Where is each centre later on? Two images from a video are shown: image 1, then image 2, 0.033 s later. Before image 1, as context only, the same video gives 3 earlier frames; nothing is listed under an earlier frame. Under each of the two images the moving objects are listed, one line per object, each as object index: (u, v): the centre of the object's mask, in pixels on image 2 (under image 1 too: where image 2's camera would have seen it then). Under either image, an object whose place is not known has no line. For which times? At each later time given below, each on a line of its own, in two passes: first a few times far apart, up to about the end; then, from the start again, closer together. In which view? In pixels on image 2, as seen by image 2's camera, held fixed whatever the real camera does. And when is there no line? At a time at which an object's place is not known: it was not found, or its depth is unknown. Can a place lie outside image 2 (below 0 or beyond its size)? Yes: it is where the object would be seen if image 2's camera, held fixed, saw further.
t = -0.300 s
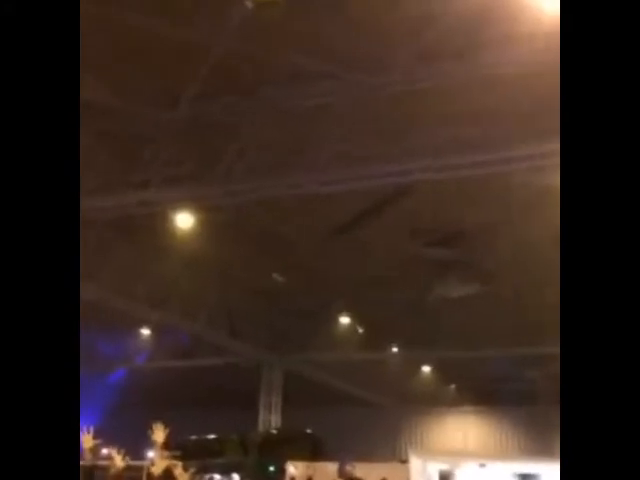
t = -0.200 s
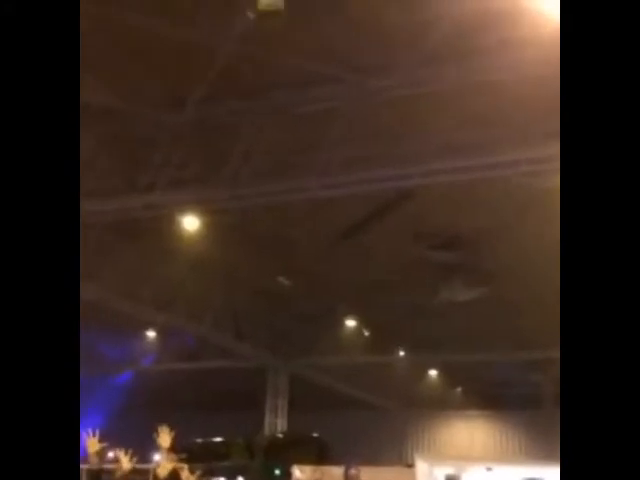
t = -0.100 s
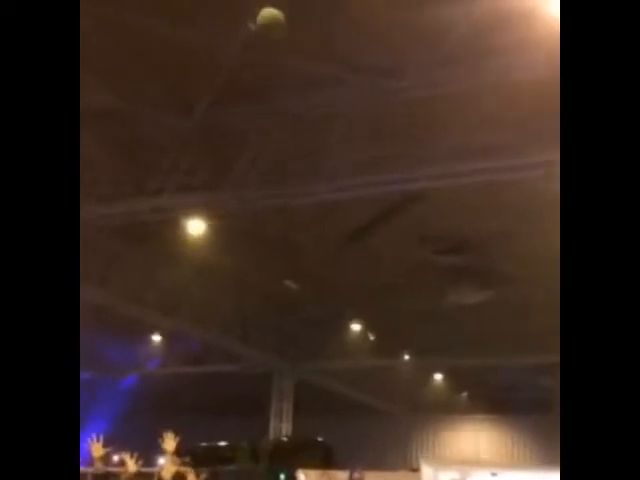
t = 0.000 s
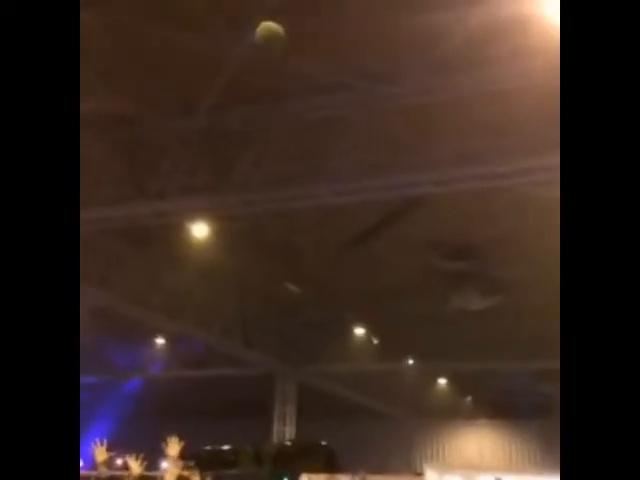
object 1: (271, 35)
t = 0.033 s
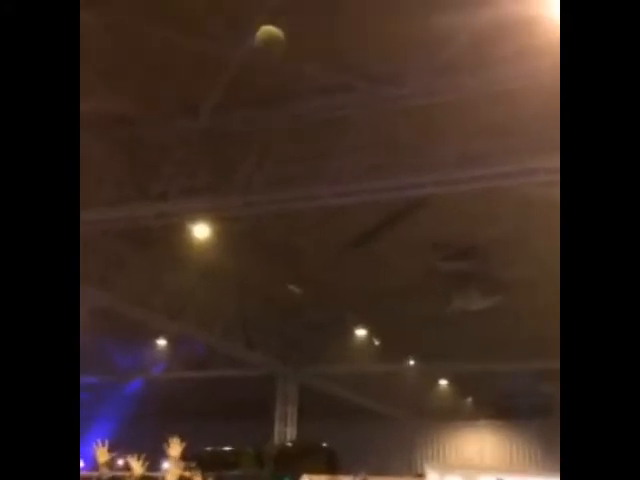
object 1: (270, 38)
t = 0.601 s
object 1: (239, 102)
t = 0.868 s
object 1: (225, 135)
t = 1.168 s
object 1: (209, 179)
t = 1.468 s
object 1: (194, 227)
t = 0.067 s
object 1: (267, 42)
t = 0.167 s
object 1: (261, 53)
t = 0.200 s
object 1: (260, 56)
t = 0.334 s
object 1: (251, 70)
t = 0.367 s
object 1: (250, 74)
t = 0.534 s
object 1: (241, 93)
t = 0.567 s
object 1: (240, 97)
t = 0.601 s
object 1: (239, 102)
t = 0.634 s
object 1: (237, 106)
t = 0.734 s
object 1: (232, 118)
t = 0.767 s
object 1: (230, 123)
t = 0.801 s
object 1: (228, 128)
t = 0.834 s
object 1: (227, 130)
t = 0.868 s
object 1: (225, 135)
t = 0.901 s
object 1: (223, 139)
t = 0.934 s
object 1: (221, 144)
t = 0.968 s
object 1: (220, 150)
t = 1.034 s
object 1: (216, 159)
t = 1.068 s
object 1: (214, 164)
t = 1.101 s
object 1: (212, 169)
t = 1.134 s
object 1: (211, 174)
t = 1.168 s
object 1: (209, 179)
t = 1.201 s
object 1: (208, 183)
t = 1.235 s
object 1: (207, 187)
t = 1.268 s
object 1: (205, 190)
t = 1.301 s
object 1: (203, 195)
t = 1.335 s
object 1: (201, 201)
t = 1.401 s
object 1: (199, 212)
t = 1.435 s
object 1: (197, 218)
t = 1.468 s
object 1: (194, 227)
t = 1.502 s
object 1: (193, 233)
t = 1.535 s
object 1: (190, 238)
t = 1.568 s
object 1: (189, 243)
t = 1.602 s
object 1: (189, 246)
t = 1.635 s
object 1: (187, 252)
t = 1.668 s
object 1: (184, 259)
